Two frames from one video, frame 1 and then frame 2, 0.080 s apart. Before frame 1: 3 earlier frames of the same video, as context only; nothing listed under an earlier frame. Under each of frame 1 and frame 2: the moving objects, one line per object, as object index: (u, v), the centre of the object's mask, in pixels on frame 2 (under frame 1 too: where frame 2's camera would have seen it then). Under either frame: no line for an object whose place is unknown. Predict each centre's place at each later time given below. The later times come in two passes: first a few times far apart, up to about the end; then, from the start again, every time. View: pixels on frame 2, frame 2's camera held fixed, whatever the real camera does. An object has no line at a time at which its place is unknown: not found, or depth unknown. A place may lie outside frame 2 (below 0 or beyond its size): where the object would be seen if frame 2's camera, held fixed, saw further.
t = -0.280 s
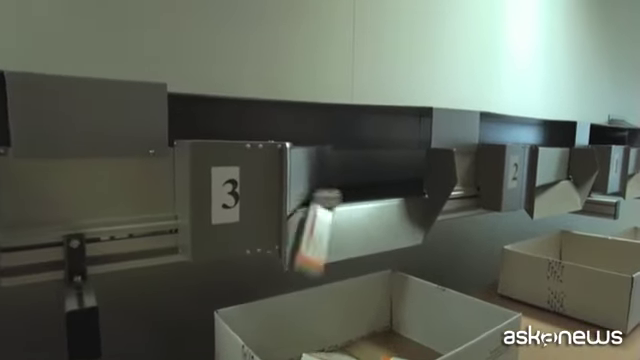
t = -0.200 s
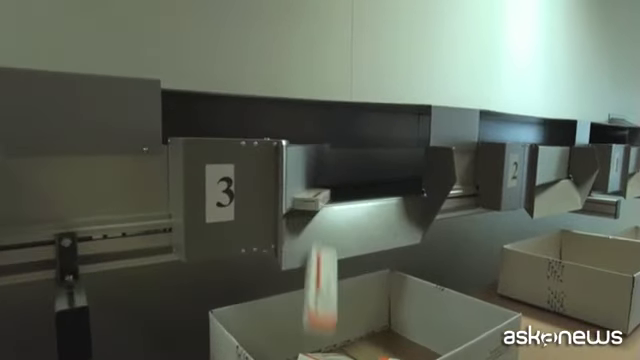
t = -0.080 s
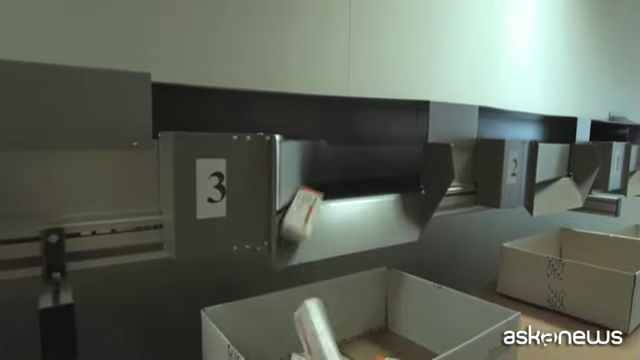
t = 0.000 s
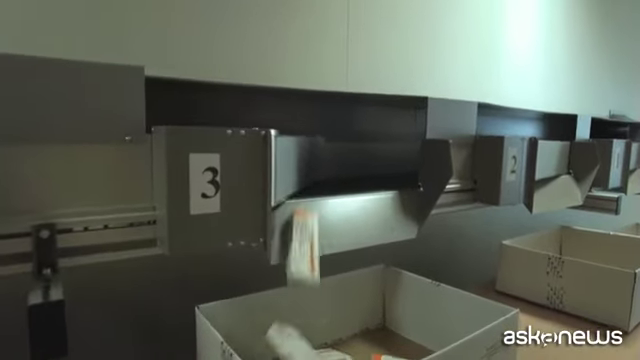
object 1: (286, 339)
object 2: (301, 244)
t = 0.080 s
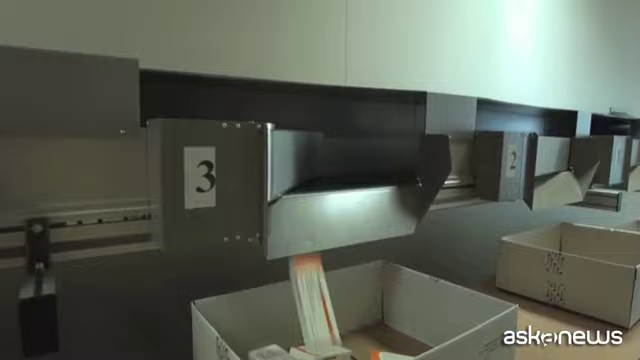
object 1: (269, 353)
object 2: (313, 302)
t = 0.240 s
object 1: (264, 358)
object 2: (328, 352)
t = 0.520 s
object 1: (266, 379)
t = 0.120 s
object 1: (267, 354)
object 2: (317, 329)
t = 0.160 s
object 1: (267, 355)
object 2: (319, 336)
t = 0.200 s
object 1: (266, 357)
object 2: (325, 341)
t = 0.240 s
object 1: (264, 358)
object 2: (328, 352)
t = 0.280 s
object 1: (262, 362)
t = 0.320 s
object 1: (259, 366)
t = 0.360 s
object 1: (262, 371)
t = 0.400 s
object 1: (266, 376)
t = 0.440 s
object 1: (268, 378)
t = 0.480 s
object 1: (267, 379)
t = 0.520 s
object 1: (266, 379)
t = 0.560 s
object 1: (264, 378)
